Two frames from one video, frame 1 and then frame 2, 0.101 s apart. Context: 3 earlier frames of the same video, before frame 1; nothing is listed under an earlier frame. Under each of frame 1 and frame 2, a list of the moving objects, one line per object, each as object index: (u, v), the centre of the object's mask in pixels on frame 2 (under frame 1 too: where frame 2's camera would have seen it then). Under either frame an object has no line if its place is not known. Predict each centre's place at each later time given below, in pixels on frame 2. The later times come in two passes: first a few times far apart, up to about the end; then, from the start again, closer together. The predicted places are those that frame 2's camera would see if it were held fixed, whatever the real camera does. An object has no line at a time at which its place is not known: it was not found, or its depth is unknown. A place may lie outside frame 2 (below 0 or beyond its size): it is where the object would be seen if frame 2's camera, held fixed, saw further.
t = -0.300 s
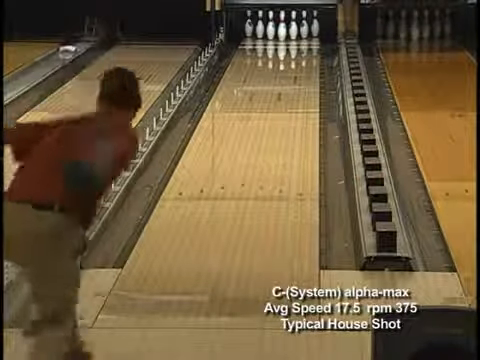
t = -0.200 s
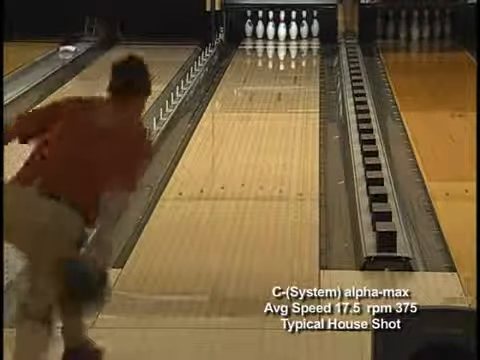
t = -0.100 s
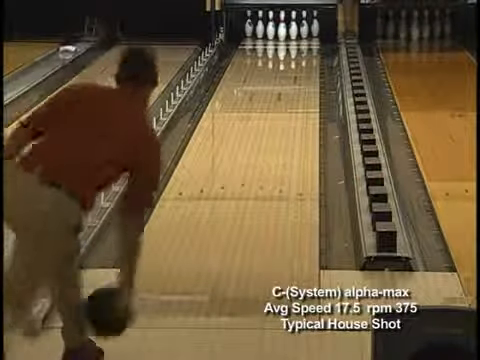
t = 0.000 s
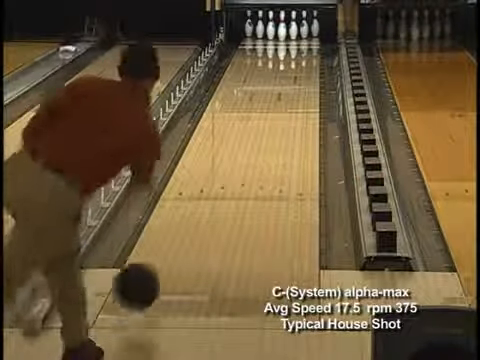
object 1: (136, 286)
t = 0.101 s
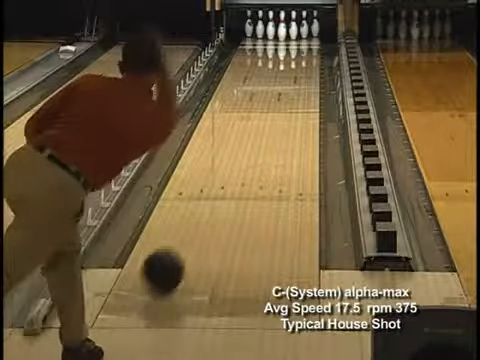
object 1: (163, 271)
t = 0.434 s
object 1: (224, 198)
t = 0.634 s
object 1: (251, 165)
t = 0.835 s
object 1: (271, 139)
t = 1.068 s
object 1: (290, 115)
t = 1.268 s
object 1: (302, 98)
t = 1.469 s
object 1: (310, 83)
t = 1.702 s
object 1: (314, 69)
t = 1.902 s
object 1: (311, 60)
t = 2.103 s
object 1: (305, 51)
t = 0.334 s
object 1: (209, 216)
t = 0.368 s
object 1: (214, 210)
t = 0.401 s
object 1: (220, 204)
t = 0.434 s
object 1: (224, 198)
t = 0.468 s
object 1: (230, 192)
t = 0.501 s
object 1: (234, 186)
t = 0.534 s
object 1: (238, 180)
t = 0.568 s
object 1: (243, 176)
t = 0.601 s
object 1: (247, 170)
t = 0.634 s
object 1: (251, 165)
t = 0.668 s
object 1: (255, 161)
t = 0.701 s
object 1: (258, 157)
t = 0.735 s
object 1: (262, 152)
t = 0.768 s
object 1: (265, 148)
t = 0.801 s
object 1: (268, 144)
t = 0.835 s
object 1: (271, 139)
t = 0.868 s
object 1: (274, 136)
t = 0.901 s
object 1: (277, 132)
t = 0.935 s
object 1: (280, 129)
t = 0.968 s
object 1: (283, 125)
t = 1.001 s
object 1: (285, 122)
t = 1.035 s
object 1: (288, 118)
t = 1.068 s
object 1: (290, 115)
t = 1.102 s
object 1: (293, 112)
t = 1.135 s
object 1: (295, 109)
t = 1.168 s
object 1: (297, 106)
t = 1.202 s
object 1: (299, 103)
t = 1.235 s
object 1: (301, 100)
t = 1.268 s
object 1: (302, 98)
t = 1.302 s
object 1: (304, 94)
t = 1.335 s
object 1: (306, 92)
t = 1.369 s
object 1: (307, 90)
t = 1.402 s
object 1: (309, 87)
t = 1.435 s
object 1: (309, 85)
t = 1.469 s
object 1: (310, 83)
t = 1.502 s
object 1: (311, 81)
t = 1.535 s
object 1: (311, 79)
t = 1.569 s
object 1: (311, 77)
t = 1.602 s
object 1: (312, 75)
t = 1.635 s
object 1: (312, 74)
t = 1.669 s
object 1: (312, 72)
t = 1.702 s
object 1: (314, 69)
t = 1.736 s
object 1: (314, 68)
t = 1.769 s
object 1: (314, 67)
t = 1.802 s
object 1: (313, 65)
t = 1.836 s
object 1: (313, 64)
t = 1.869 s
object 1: (311, 61)
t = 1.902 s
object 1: (311, 60)
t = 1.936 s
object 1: (311, 58)
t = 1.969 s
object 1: (311, 57)
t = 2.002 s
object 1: (309, 54)
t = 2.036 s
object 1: (308, 54)
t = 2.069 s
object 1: (307, 52)
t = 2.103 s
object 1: (305, 51)
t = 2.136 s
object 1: (304, 50)
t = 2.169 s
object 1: (302, 48)
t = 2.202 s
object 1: (301, 47)
